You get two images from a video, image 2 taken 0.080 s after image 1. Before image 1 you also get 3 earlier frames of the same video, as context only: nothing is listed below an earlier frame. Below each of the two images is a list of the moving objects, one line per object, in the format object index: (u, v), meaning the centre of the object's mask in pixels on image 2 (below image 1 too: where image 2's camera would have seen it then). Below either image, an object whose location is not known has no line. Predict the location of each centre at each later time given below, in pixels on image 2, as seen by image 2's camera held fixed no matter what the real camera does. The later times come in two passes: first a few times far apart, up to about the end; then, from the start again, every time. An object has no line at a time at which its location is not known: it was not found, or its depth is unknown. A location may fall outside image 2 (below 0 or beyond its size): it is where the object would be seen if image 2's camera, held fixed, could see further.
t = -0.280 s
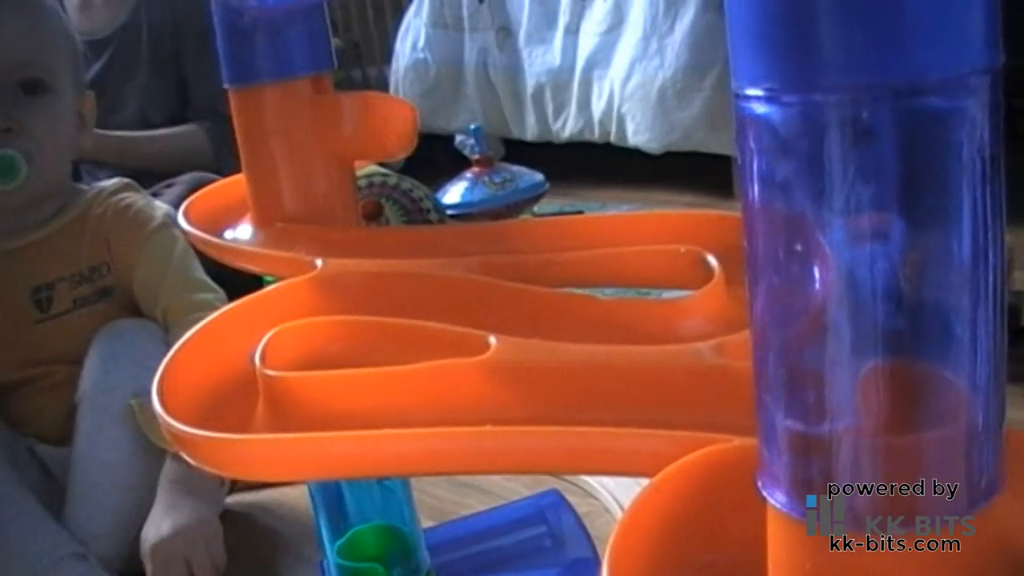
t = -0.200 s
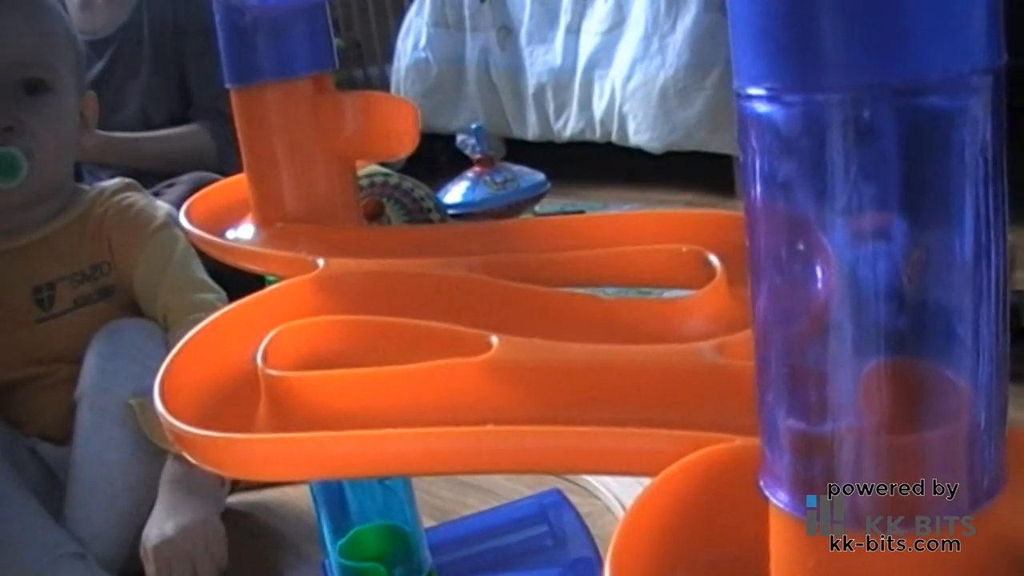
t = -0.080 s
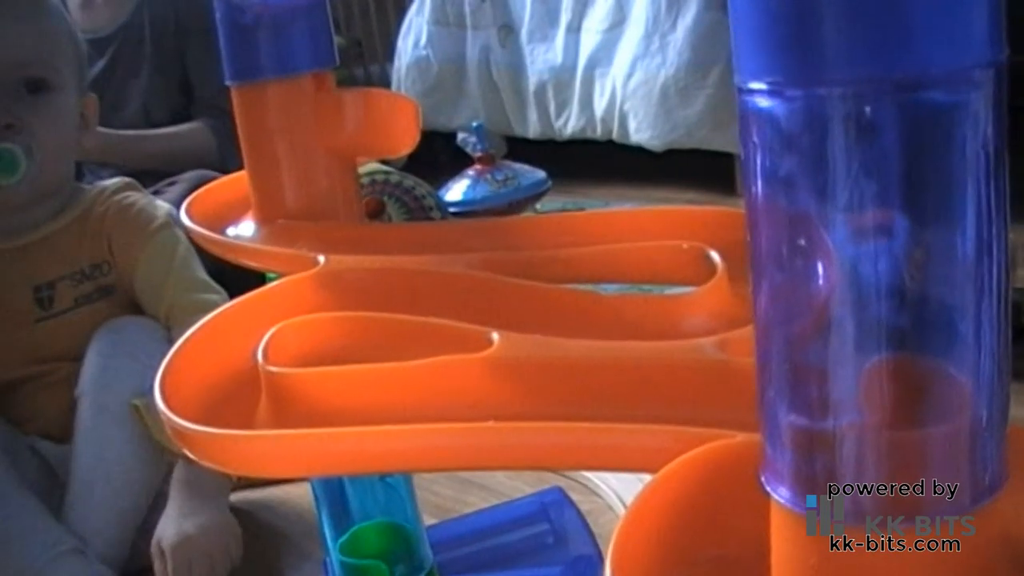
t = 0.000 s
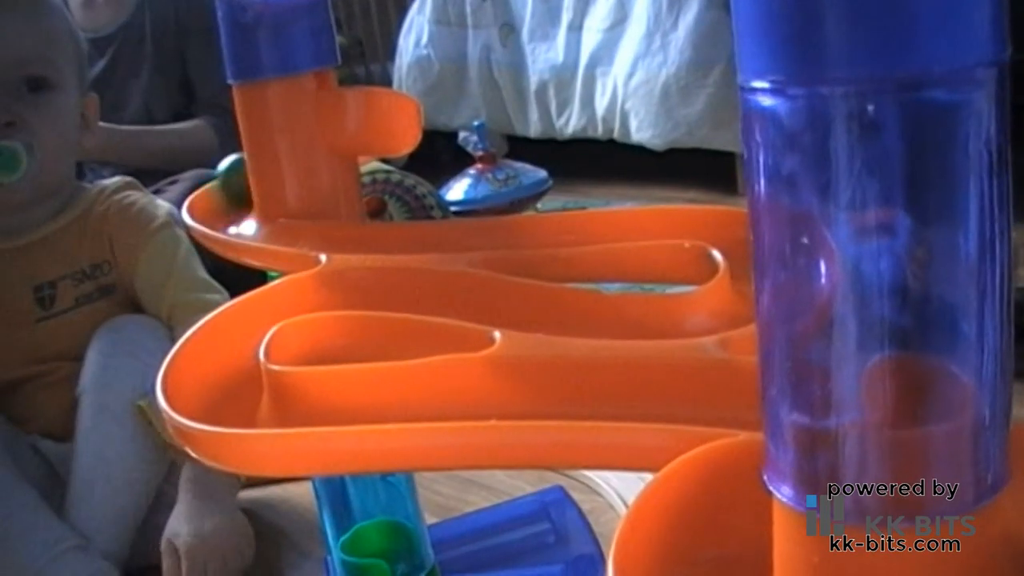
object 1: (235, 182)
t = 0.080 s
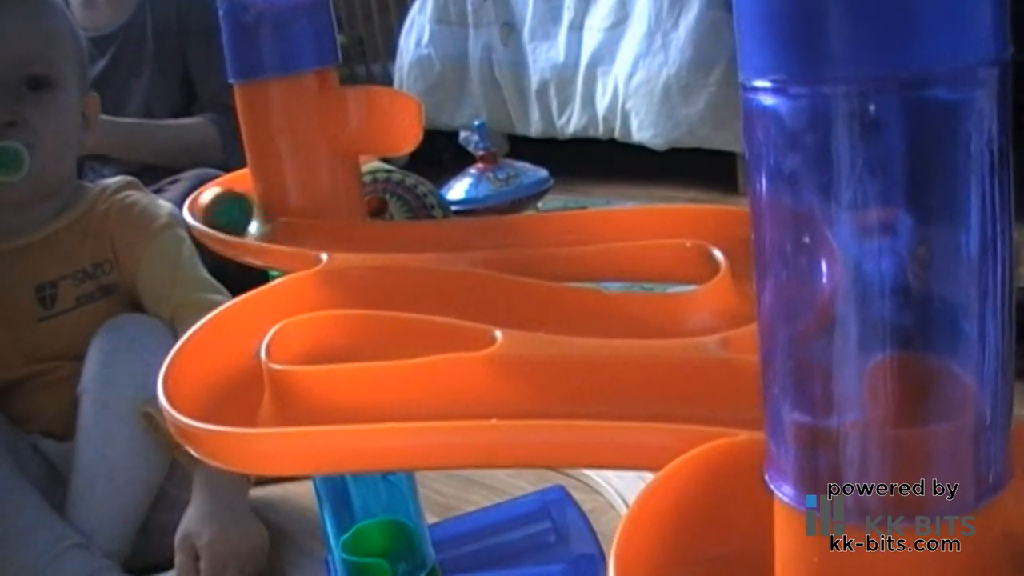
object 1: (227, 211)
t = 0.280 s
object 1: (576, 229)
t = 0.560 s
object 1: (566, 314)
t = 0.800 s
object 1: (344, 302)
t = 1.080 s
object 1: (257, 410)
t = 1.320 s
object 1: (632, 399)
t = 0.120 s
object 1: (272, 225)
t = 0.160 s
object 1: (328, 232)
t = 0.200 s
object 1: (395, 235)
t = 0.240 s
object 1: (482, 234)
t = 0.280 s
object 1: (576, 229)
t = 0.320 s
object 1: (668, 226)
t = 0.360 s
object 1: (730, 238)
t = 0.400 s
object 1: (745, 277)
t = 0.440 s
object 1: (725, 302)
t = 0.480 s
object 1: (679, 314)
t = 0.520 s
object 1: (615, 315)
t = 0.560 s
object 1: (566, 314)
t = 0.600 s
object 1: (526, 312)
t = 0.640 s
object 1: (493, 309)
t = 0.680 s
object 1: (455, 305)
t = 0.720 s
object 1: (419, 303)
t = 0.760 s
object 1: (381, 302)
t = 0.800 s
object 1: (344, 302)
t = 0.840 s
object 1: (307, 309)
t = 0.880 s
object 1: (258, 337)
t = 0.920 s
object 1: (242, 363)
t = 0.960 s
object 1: (229, 380)
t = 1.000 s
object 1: (218, 398)
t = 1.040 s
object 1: (226, 403)
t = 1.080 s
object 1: (257, 410)
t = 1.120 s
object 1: (309, 410)
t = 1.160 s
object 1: (363, 405)
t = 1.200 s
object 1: (424, 399)
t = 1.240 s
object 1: (492, 398)
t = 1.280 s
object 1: (562, 397)
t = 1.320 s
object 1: (632, 399)
